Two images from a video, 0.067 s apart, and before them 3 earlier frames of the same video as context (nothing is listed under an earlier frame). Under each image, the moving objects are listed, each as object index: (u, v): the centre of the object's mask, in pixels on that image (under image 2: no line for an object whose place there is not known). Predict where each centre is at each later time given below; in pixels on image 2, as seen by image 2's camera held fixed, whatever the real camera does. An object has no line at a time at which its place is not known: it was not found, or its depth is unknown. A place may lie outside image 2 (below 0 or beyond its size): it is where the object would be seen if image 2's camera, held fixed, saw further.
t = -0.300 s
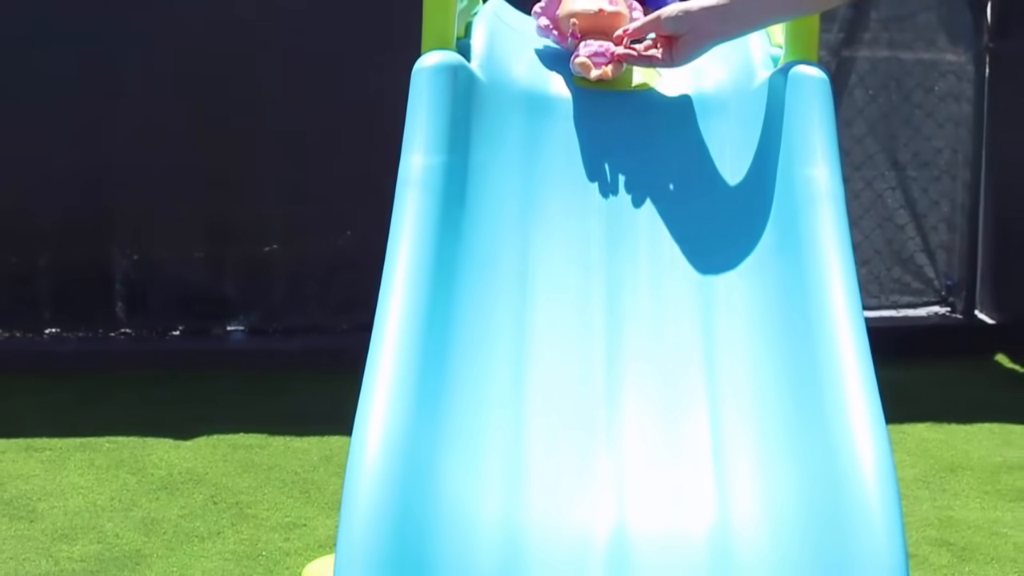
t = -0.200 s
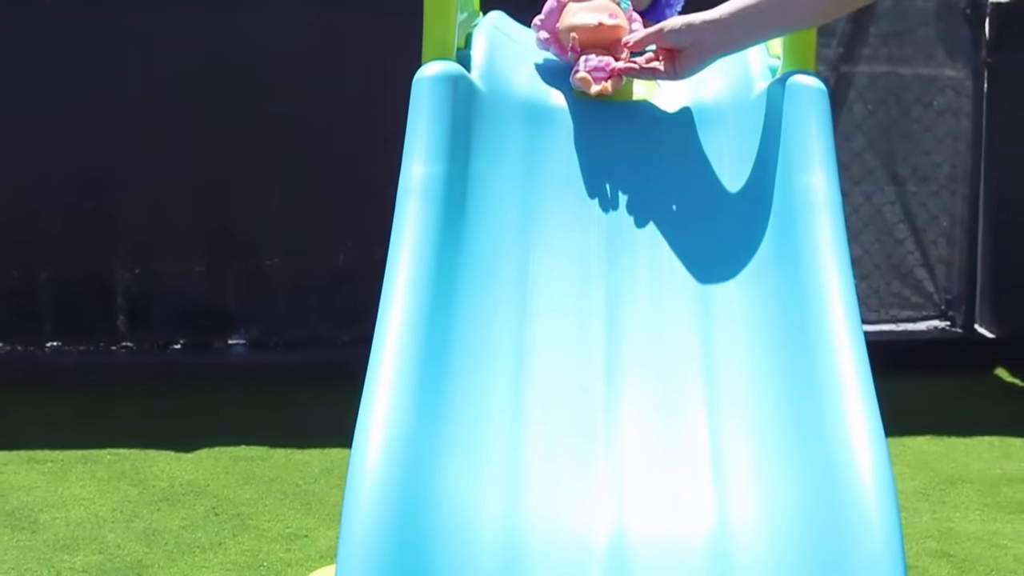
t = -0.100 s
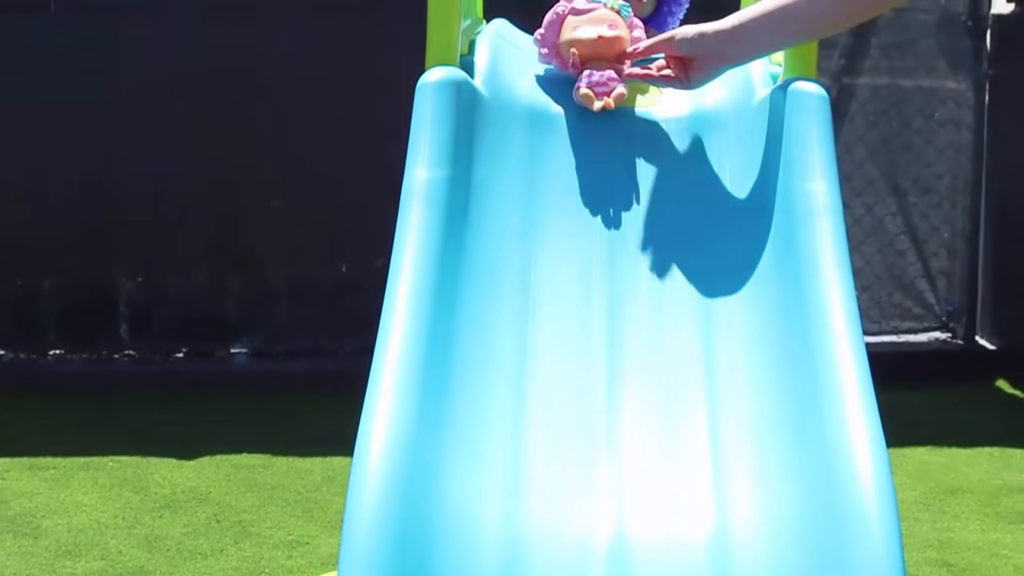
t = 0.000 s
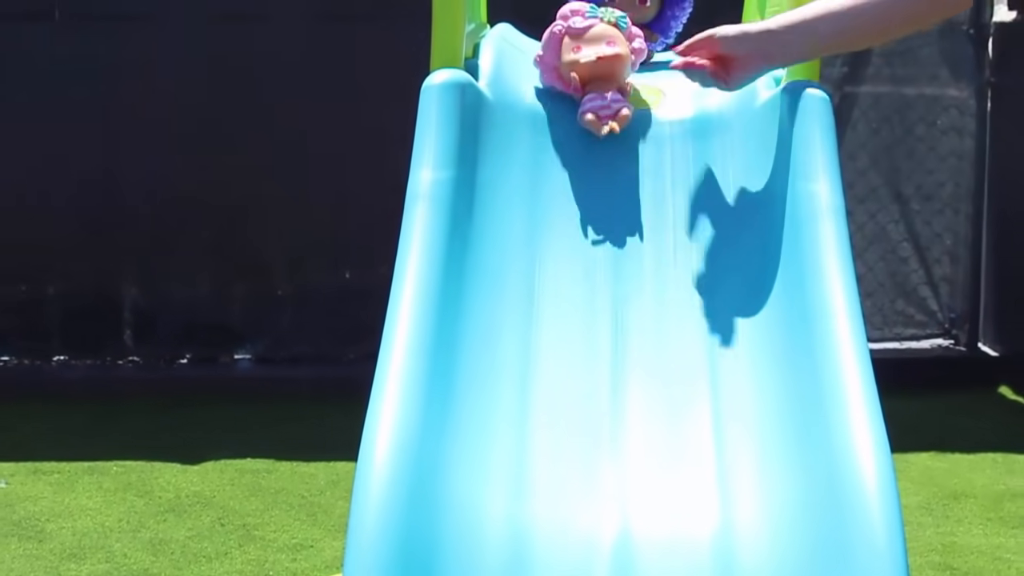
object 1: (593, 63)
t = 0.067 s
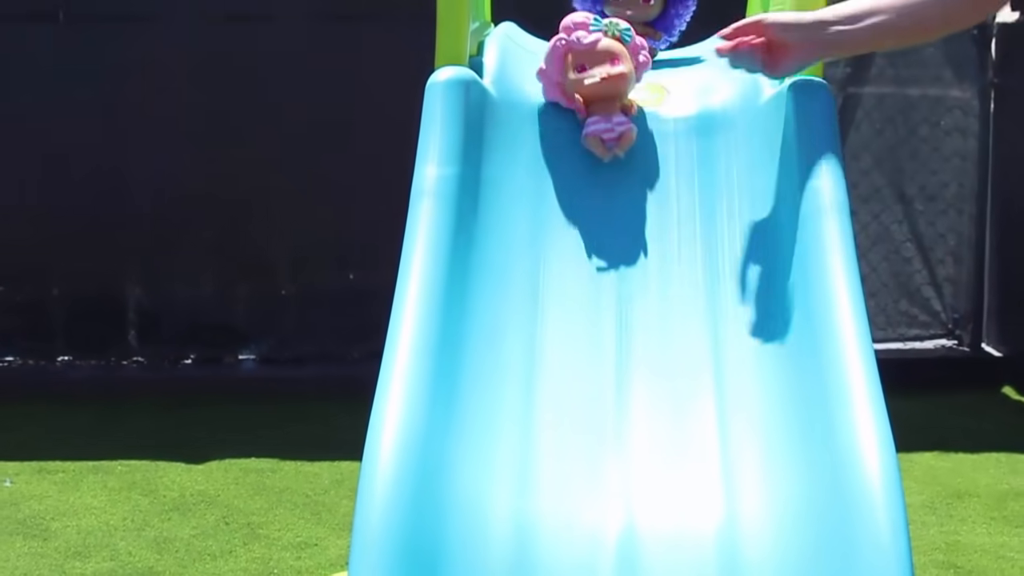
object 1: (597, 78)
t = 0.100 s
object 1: (598, 93)
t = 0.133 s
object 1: (600, 119)
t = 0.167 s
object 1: (600, 136)
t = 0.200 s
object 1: (602, 178)
